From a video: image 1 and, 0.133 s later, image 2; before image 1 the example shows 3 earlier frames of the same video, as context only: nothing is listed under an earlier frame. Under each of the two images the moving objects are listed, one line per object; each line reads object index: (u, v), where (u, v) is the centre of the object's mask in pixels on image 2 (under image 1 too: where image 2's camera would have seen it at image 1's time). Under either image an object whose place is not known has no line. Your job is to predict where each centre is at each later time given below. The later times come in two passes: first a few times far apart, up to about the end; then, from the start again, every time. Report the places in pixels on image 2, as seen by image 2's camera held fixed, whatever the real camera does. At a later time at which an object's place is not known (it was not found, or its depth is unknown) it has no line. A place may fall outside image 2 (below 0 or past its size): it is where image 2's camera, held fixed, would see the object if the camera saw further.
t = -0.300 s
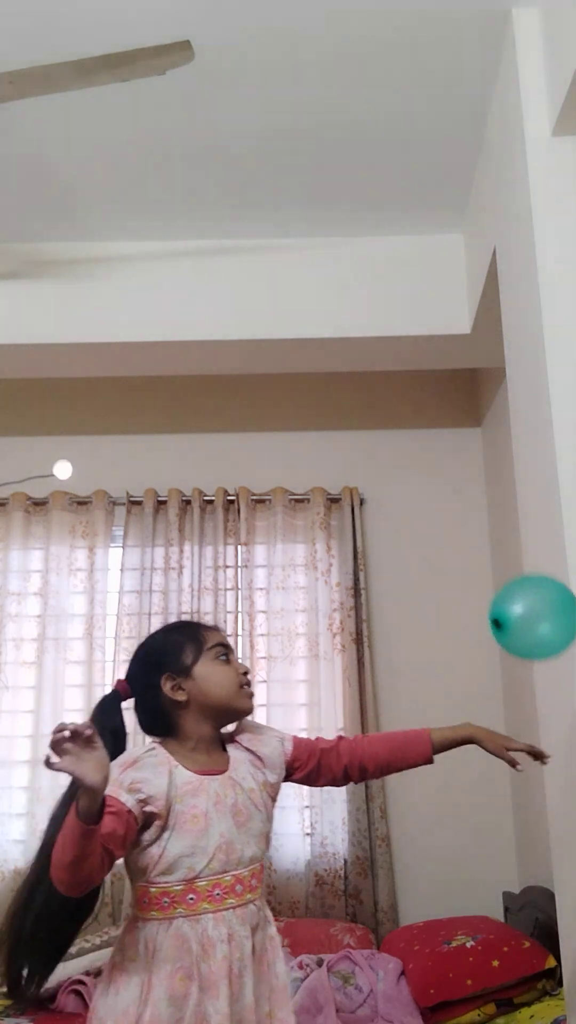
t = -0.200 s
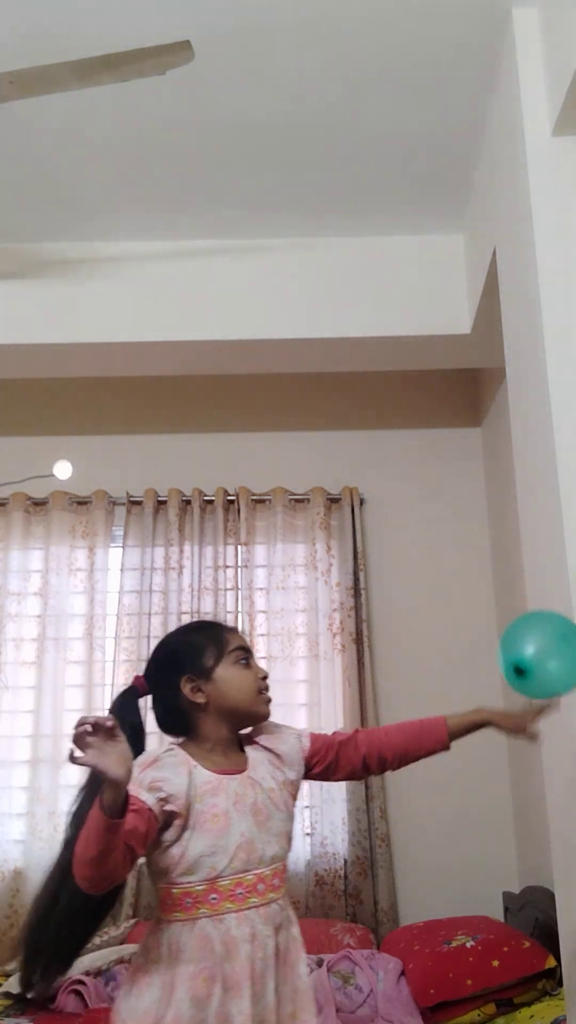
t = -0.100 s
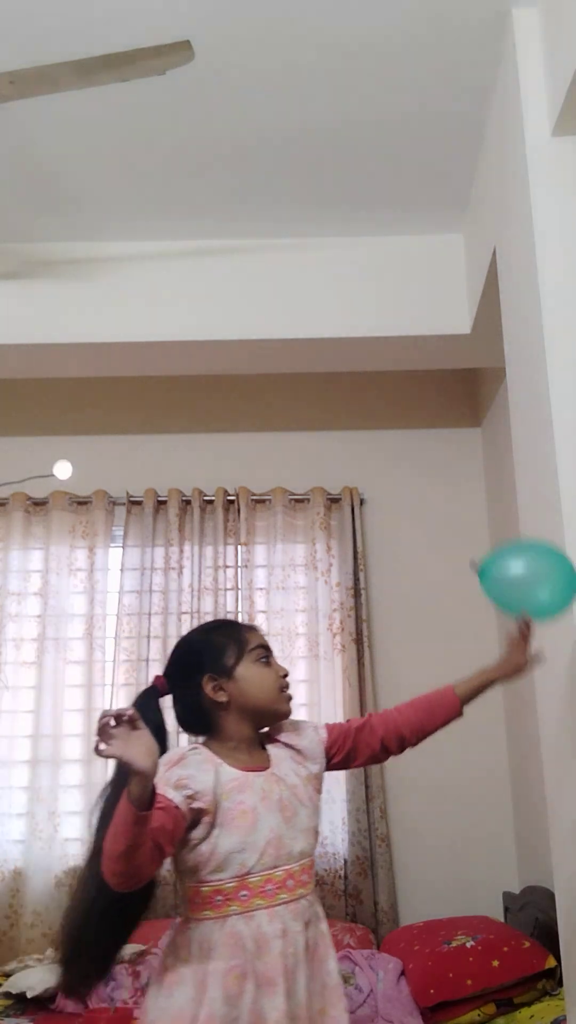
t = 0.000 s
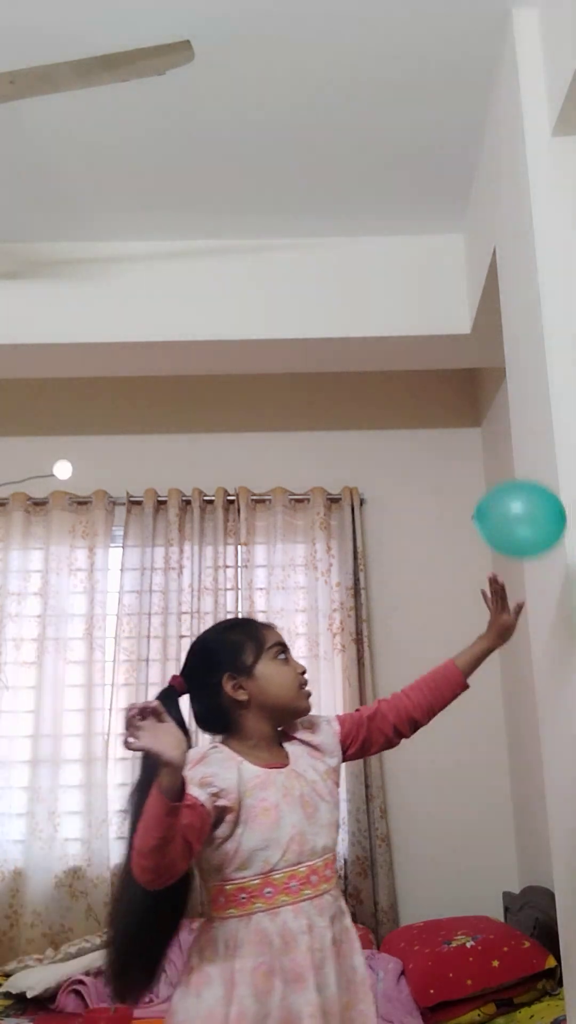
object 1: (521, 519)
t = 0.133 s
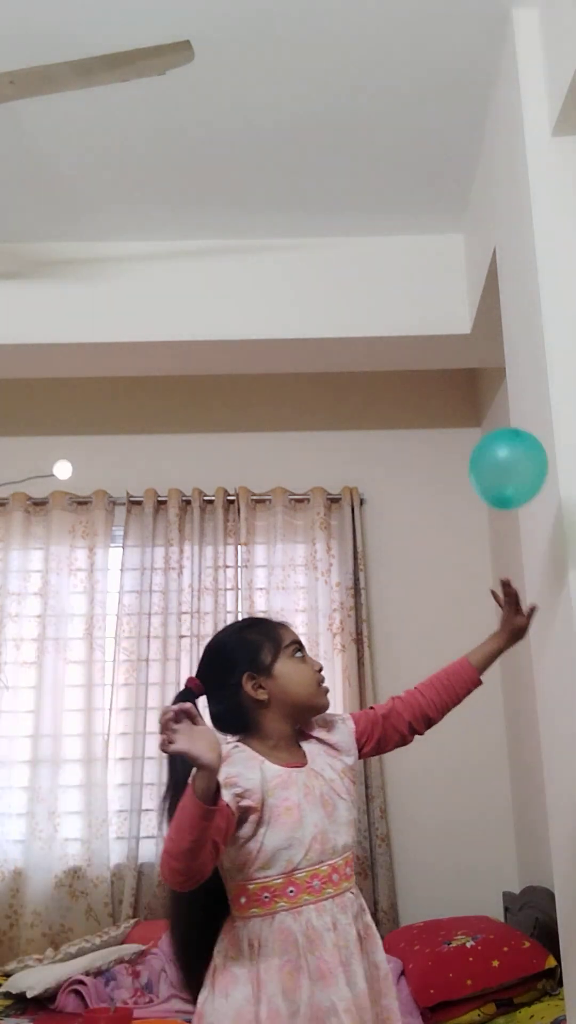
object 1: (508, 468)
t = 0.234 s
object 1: (501, 450)
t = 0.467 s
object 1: (489, 442)
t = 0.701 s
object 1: (485, 467)
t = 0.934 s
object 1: (483, 524)
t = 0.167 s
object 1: (505, 461)
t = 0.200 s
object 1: (503, 454)
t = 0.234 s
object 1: (501, 450)
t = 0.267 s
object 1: (498, 446)
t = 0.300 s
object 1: (496, 443)
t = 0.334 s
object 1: (494, 441)
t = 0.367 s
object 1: (492, 440)
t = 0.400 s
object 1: (491, 440)
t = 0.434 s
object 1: (489, 441)
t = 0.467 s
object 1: (489, 442)
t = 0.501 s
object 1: (487, 444)
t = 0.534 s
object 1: (487, 446)
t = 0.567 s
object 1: (486, 450)
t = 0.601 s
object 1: (486, 453)
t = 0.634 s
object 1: (485, 457)
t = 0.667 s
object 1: (485, 461)
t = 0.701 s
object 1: (485, 467)
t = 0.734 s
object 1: (484, 473)
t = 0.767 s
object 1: (484, 480)
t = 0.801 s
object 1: (484, 487)
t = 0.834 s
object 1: (483, 495)
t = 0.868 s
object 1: (483, 504)
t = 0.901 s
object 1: (483, 515)
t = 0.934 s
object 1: (483, 524)
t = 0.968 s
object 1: (483, 536)
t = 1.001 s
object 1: (482, 548)
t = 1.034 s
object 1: (482, 561)
